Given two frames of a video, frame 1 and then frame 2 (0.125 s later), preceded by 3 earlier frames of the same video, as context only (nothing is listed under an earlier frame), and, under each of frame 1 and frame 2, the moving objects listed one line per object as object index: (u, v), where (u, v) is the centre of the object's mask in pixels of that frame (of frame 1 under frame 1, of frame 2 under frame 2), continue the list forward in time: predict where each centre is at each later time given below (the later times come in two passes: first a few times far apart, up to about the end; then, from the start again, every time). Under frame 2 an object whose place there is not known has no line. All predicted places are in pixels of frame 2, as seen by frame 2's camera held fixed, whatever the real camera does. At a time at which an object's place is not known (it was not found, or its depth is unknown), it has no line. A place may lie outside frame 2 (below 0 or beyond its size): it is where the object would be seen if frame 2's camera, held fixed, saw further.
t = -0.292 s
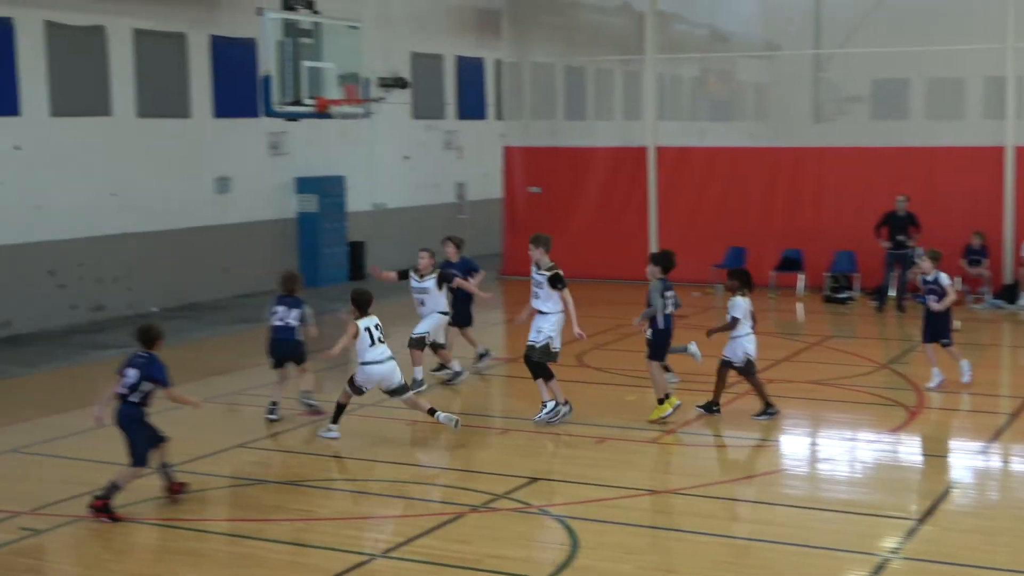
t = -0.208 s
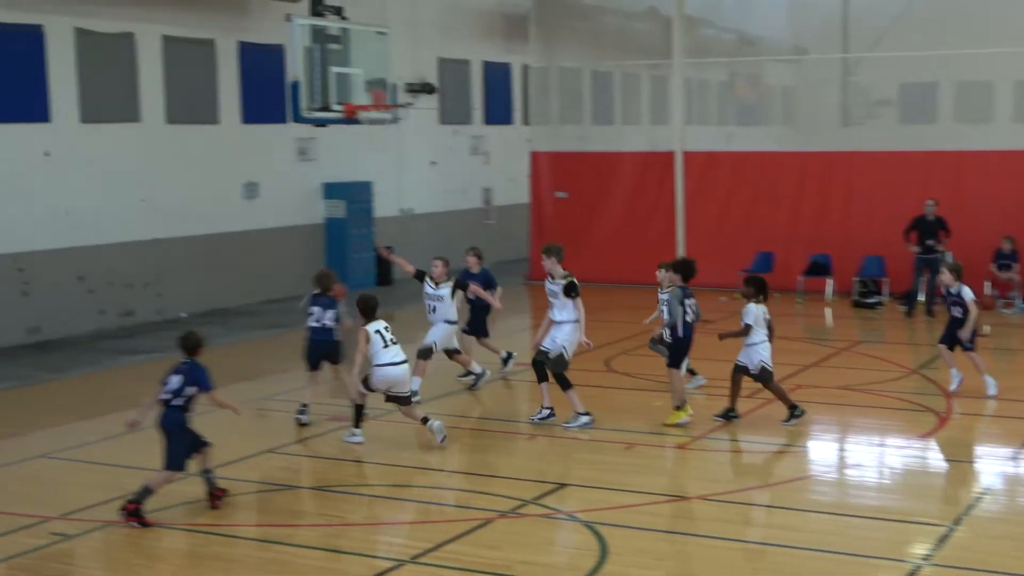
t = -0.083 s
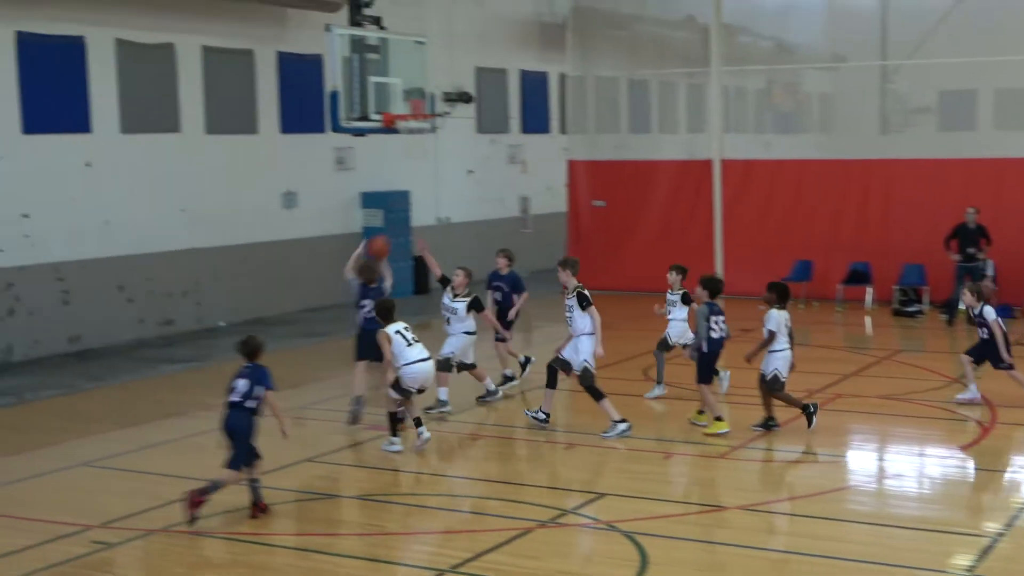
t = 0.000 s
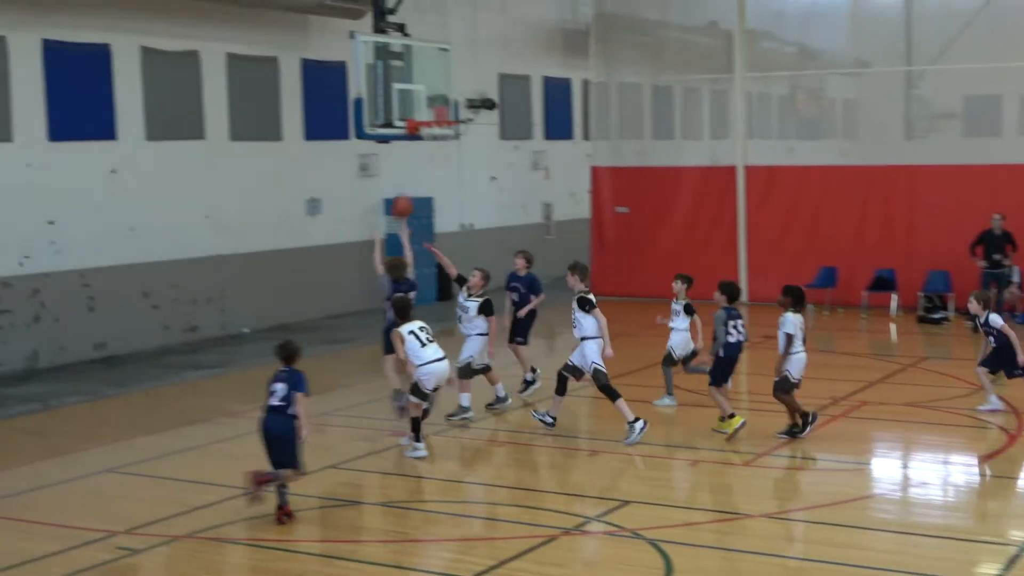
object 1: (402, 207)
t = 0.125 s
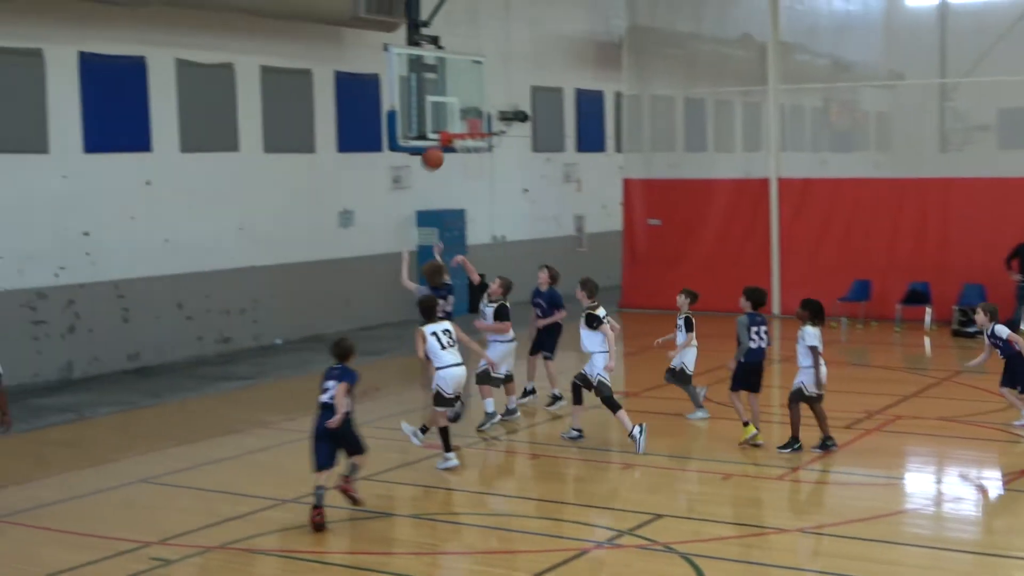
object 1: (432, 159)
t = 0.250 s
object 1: (433, 116)
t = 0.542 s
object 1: (447, 82)
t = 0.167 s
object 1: (433, 142)
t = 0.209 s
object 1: (432, 128)
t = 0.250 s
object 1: (433, 116)
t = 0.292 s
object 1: (432, 105)
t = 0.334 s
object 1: (432, 96)
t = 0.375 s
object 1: (433, 88)
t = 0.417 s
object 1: (432, 84)
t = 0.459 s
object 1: (434, 80)
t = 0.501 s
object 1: (440, 80)
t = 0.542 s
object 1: (447, 82)
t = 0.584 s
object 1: (453, 85)
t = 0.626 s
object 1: (459, 90)
